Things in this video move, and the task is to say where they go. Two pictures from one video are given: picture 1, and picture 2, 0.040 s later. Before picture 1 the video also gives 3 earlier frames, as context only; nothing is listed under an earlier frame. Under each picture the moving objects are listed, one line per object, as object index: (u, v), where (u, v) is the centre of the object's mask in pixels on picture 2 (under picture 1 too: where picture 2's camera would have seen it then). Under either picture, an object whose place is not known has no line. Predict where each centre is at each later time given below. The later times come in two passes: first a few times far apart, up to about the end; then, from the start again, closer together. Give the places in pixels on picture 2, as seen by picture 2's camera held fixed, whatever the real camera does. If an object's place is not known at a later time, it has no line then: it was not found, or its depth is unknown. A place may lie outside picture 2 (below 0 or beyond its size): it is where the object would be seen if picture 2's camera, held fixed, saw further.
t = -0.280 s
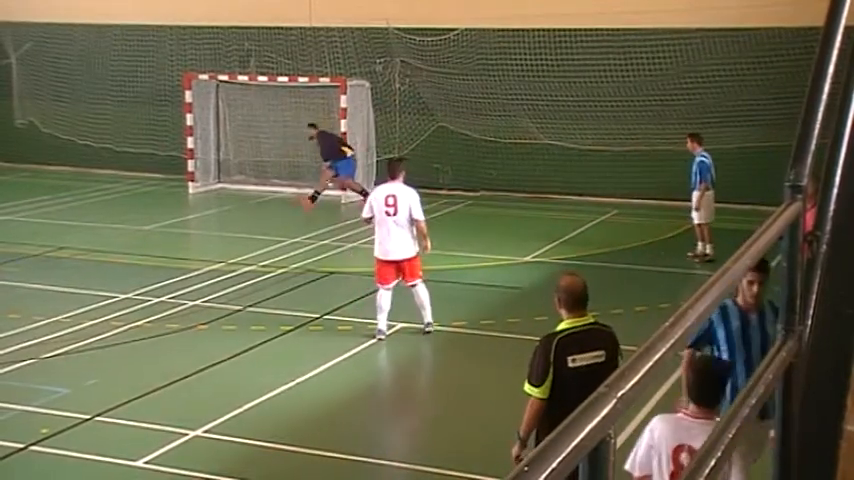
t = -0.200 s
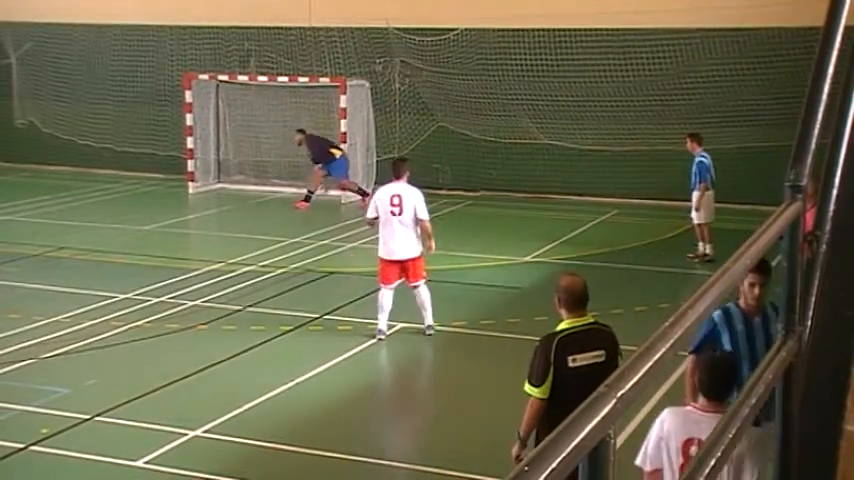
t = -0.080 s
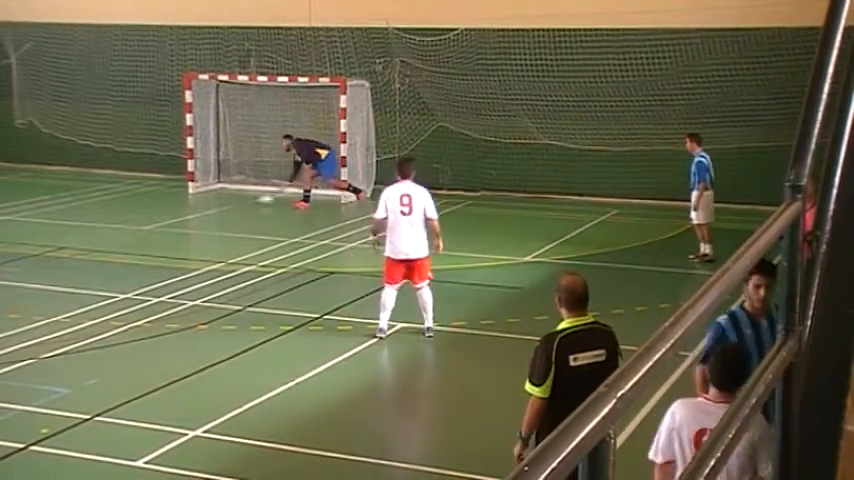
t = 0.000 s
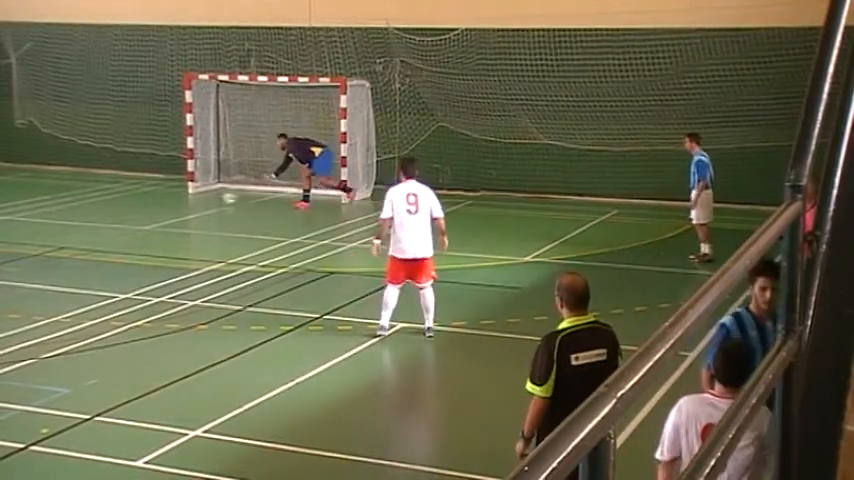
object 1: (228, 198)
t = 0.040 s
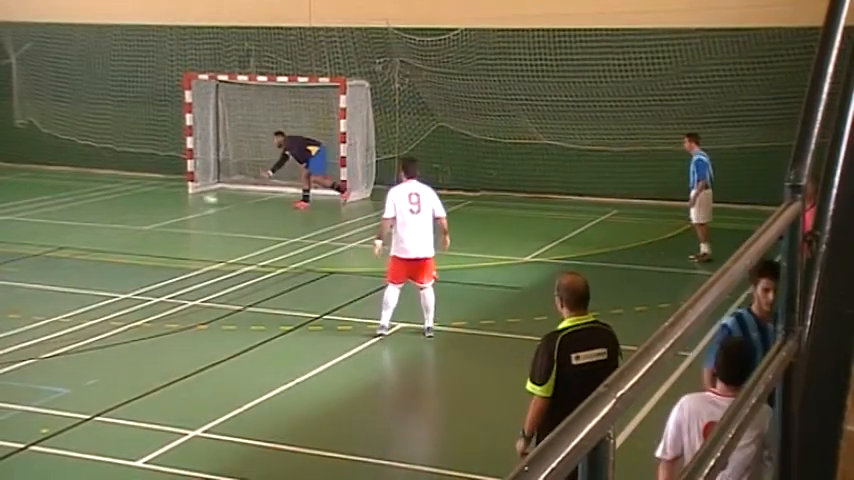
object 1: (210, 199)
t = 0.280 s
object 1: (114, 199)
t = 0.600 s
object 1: (5, 197)
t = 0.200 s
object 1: (143, 199)
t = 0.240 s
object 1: (128, 199)
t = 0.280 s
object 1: (114, 199)
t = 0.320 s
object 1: (99, 199)
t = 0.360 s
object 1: (86, 199)
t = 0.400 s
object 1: (71, 199)
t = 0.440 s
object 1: (58, 198)
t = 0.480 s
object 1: (44, 198)
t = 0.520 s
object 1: (31, 198)
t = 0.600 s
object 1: (5, 197)
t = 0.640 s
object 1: (-9, 199)
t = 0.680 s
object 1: (-23, 198)
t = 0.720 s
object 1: (-36, 198)
